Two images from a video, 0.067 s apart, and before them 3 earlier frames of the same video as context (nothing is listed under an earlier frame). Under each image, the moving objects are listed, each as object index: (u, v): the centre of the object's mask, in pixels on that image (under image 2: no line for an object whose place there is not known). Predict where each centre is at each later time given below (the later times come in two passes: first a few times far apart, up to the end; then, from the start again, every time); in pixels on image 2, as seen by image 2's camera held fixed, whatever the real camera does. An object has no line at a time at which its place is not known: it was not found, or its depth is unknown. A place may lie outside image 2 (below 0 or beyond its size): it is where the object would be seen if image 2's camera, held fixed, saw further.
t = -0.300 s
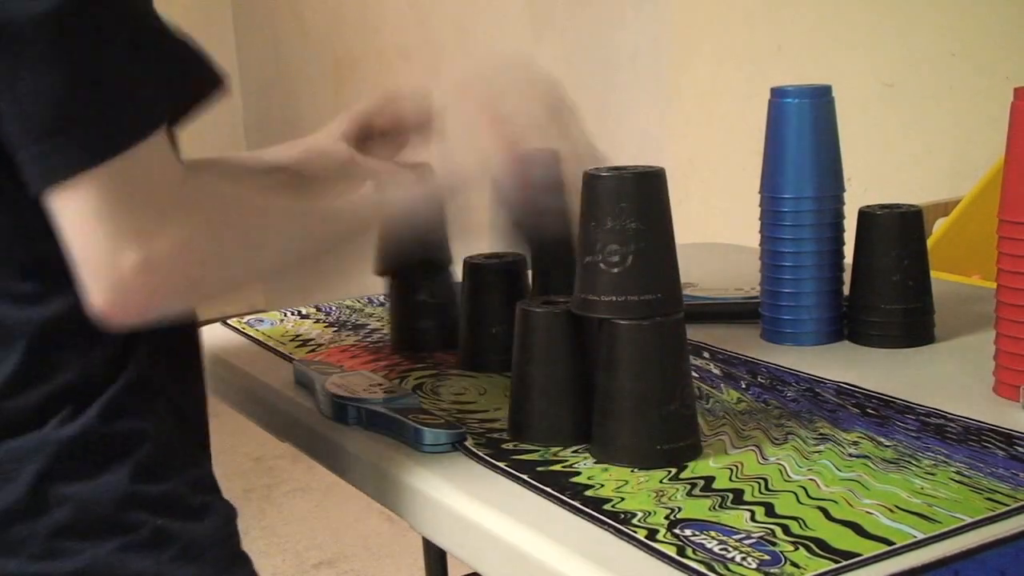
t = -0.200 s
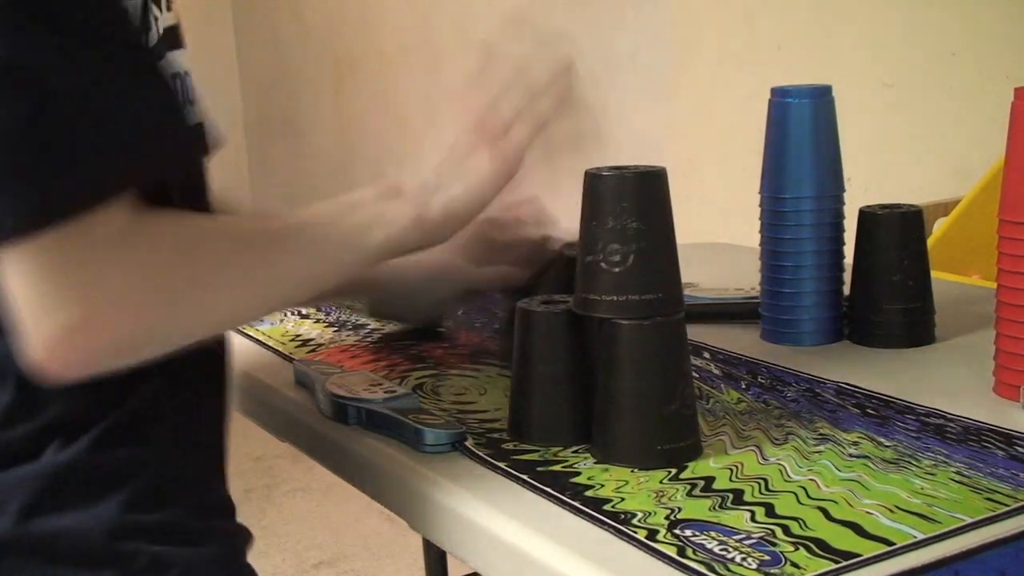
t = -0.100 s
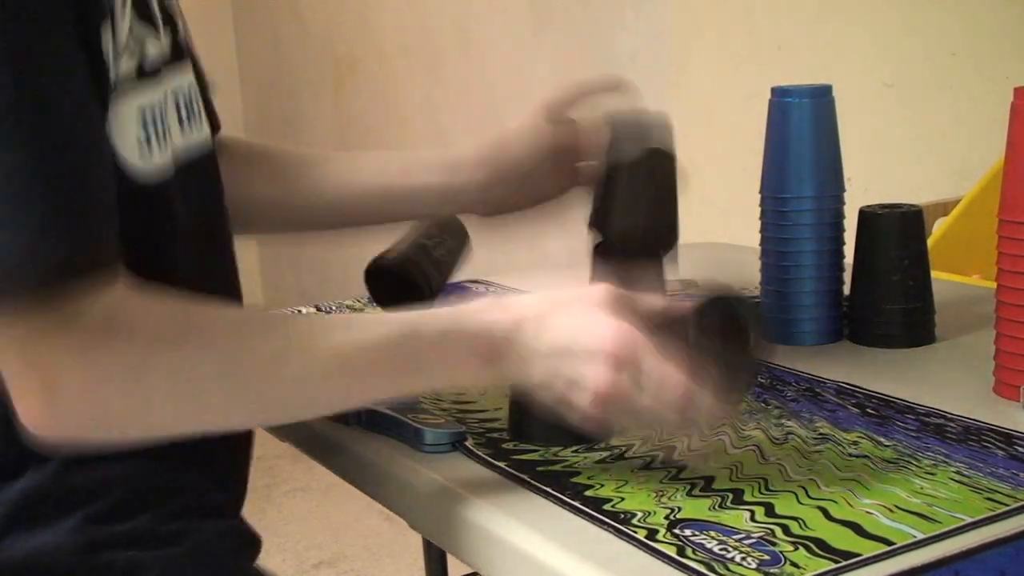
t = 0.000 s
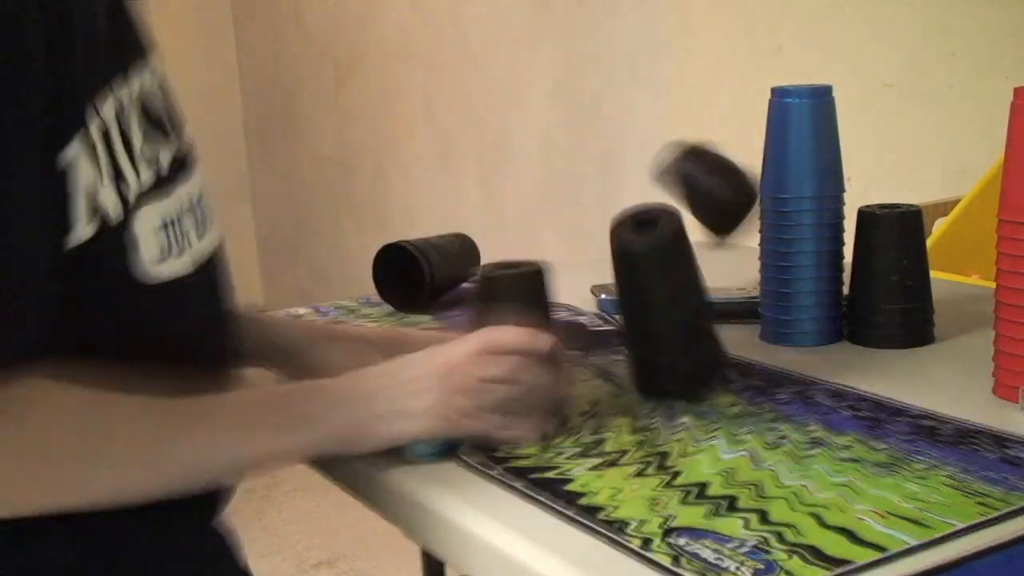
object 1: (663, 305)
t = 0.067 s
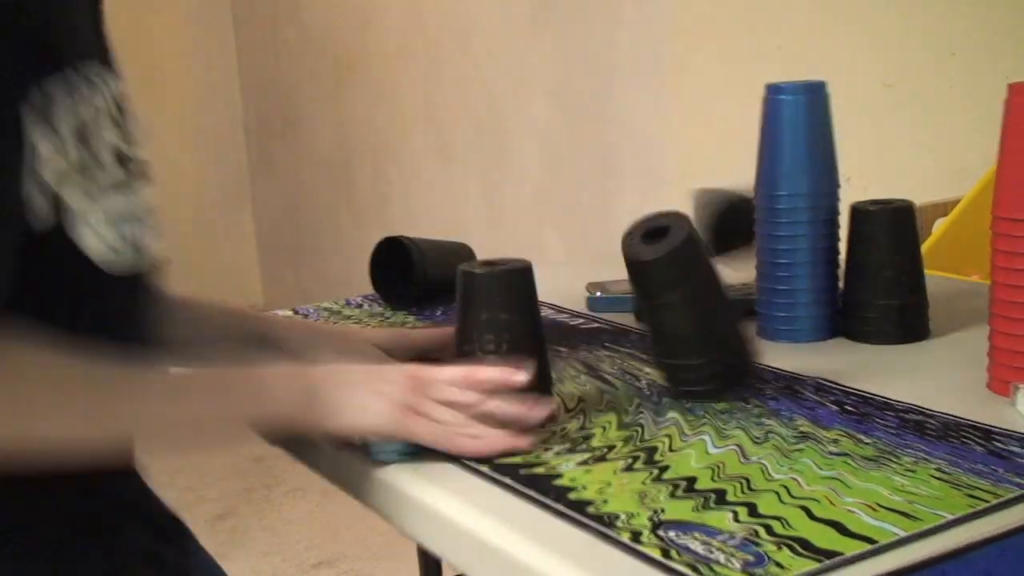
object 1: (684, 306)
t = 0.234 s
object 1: (734, 330)
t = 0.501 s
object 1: (766, 360)
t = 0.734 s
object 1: (741, 409)
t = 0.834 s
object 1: (673, 455)
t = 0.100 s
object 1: (697, 308)
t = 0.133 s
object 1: (706, 314)
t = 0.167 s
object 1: (719, 322)
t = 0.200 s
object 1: (727, 326)
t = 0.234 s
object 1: (734, 330)
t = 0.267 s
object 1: (738, 334)
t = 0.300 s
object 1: (739, 336)
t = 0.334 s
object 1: (741, 341)
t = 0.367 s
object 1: (743, 352)
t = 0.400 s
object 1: (746, 361)
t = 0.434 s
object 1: (754, 356)
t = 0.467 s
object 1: (759, 357)
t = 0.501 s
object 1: (766, 360)
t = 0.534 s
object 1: (771, 364)
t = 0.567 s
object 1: (775, 370)
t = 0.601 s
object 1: (777, 375)
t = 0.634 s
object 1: (775, 381)
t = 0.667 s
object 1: (768, 388)
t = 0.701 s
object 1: (756, 397)
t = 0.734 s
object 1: (741, 409)
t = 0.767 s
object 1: (724, 428)
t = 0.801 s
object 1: (699, 448)
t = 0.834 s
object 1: (673, 455)
